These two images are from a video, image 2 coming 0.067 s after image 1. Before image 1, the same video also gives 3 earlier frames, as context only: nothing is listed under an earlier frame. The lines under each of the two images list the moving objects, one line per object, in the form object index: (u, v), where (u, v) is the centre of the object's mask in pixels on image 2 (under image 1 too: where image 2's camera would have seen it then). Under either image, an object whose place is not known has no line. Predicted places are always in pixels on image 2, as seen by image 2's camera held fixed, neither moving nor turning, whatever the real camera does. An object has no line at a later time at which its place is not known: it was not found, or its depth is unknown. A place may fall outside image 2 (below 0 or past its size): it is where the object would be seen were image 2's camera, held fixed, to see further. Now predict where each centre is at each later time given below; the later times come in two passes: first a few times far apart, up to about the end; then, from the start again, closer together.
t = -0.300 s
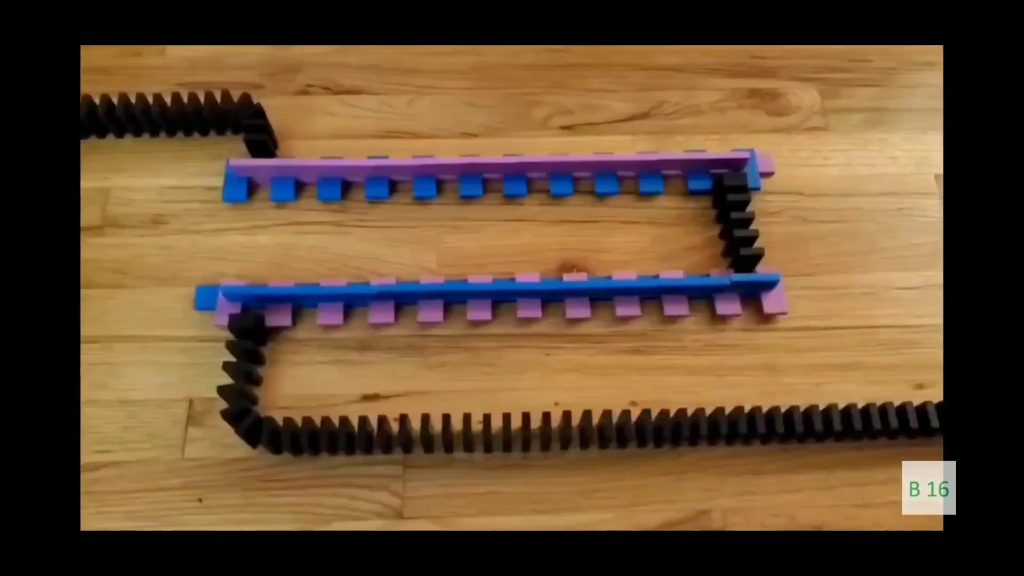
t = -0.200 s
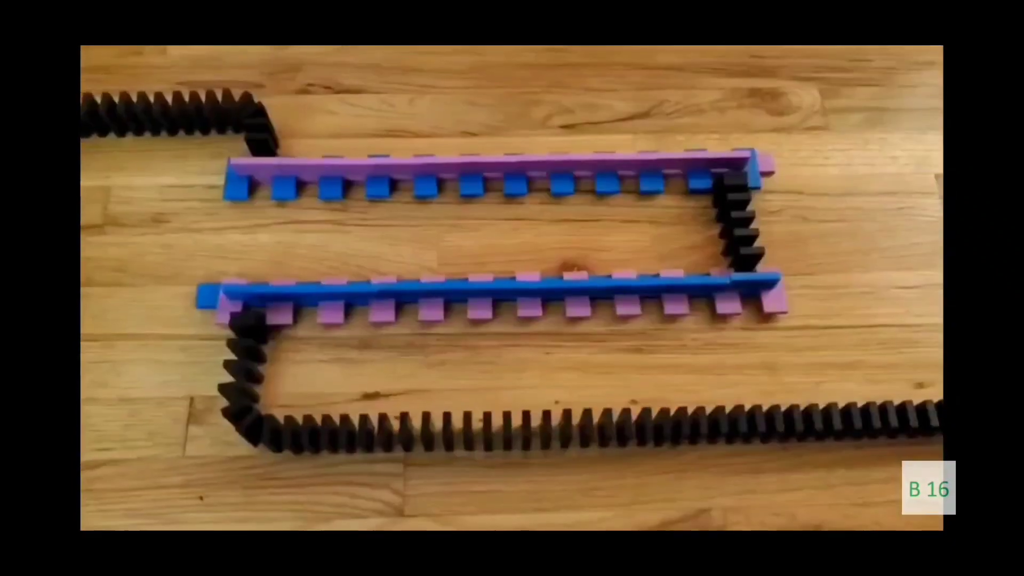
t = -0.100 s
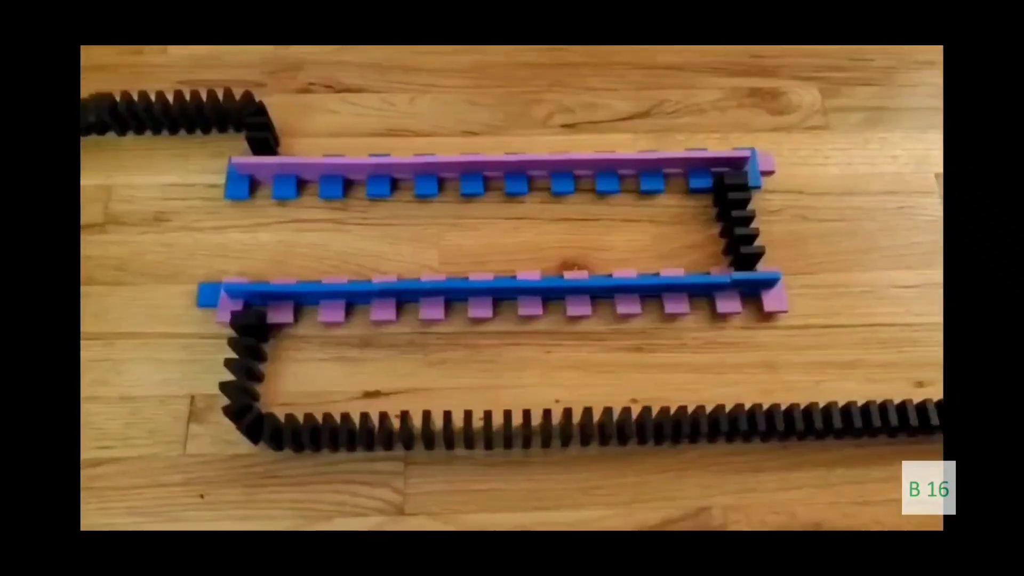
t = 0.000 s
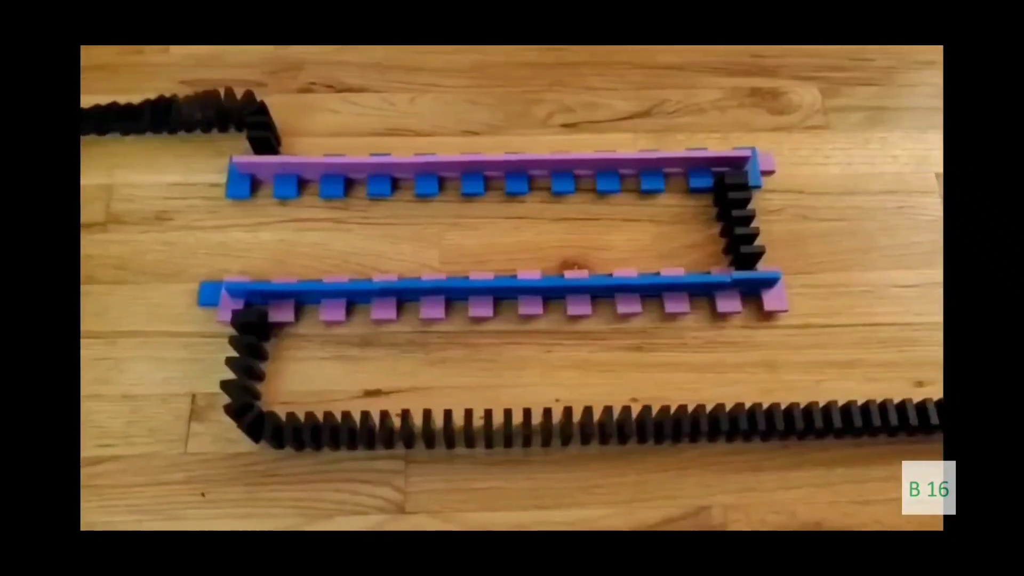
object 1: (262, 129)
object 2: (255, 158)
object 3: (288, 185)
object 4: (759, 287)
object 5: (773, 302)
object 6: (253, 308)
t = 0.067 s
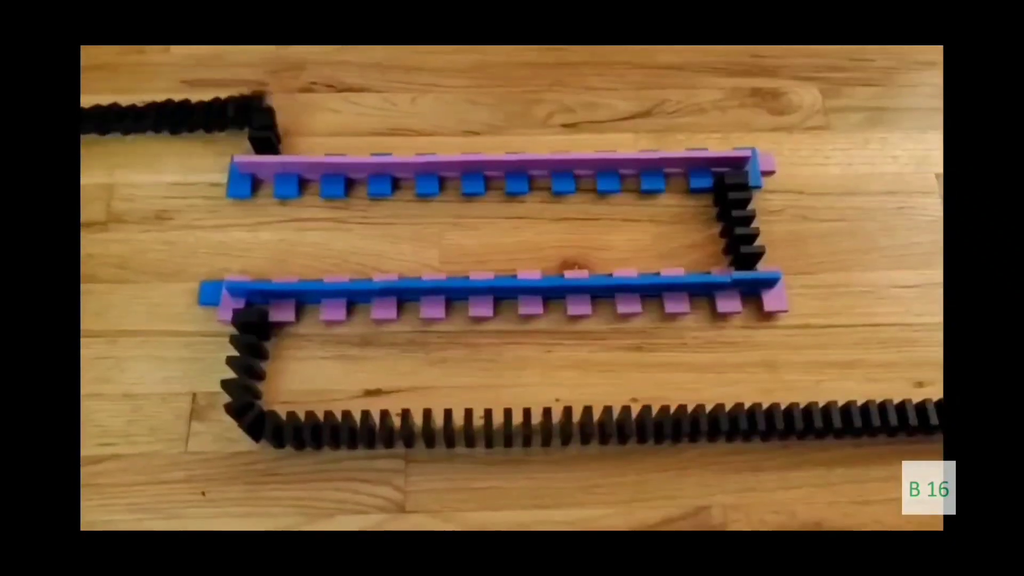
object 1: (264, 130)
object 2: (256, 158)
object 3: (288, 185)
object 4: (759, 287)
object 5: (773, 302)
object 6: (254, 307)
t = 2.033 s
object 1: (277, 143)
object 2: (264, 235)
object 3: (293, 193)
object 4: (759, 287)
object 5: (774, 293)
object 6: (254, 310)
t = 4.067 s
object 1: (277, 143)
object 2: (263, 234)
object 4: (773, 370)
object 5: (780, 303)
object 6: (253, 309)
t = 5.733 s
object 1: (276, 143)
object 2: (263, 234)
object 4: (773, 370)
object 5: (781, 308)
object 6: (254, 316)
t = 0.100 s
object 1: (267, 131)
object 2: (255, 158)
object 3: (288, 185)
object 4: (759, 287)
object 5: (773, 303)
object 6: (254, 307)
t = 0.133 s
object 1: (272, 139)
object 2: (255, 161)
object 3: (288, 186)
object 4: (759, 287)
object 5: (773, 302)
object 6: (254, 307)
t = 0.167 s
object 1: (273, 143)
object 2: (258, 174)
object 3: (290, 187)
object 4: (759, 286)
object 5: (773, 302)
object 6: (254, 308)
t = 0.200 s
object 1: (275, 144)
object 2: (260, 182)
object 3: (295, 192)
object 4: (759, 287)
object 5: (774, 302)
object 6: (253, 308)
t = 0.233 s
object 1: (275, 144)
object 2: (261, 188)
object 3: (297, 193)
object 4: (759, 287)
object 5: (774, 302)
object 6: (253, 308)
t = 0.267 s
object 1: (275, 146)
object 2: (262, 196)
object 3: (299, 194)
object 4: (759, 287)
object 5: (775, 299)
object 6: (253, 308)
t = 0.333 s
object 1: (276, 144)
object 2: (264, 212)
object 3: (295, 197)
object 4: (758, 286)
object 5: (774, 299)
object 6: (253, 308)
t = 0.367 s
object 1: (277, 144)
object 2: (265, 221)
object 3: (293, 195)
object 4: (758, 286)
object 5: (775, 299)
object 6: (254, 308)
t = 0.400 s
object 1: (276, 144)
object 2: (264, 226)
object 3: (290, 195)
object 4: (758, 286)
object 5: (775, 299)
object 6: (254, 308)
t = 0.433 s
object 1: (276, 144)
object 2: (264, 231)
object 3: (290, 190)
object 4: (758, 286)
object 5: (775, 299)
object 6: (254, 309)
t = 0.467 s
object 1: (277, 144)
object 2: (263, 233)
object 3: (289, 188)
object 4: (758, 286)
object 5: (775, 299)
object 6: (254, 309)
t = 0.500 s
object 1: (277, 143)
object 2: (263, 234)
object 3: (289, 188)
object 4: (758, 286)
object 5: (775, 299)
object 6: (254, 309)
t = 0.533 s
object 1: (277, 143)
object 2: (263, 234)
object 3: (290, 188)
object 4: (758, 286)
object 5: (775, 299)
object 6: (254, 310)
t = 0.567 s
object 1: (277, 143)
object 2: (263, 235)
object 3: (291, 190)
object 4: (758, 286)
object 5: (775, 299)
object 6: (254, 310)
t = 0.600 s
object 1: (277, 143)
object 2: (264, 235)
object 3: (292, 192)
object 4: (758, 286)
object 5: (775, 299)
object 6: (254, 310)
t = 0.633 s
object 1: (277, 143)
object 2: (264, 235)
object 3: (293, 193)
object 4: (758, 286)
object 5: (775, 298)
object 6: (254, 310)
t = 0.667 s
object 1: (277, 143)
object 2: (264, 235)
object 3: (293, 193)
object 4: (758, 286)
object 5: (775, 298)
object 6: (254, 310)
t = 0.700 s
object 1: (277, 143)
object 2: (264, 235)
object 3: (293, 193)
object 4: (758, 286)
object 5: (775, 298)
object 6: (254, 309)
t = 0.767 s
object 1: (277, 143)
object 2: (263, 235)
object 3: (293, 193)
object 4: (758, 286)
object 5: (775, 298)
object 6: (254, 309)
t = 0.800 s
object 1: (277, 143)
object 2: (264, 235)
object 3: (293, 193)
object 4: (758, 286)
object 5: (775, 298)
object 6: (254, 309)
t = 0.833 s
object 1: (277, 143)
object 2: (263, 235)
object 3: (293, 193)
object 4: (759, 286)
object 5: (775, 298)
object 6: (254, 309)
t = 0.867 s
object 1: (277, 143)
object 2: (264, 235)
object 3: (293, 193)
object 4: (759, 286)
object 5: (775, 298)
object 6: (254, 309)
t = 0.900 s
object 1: (277, 143)
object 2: (263, 235)
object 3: (293, 193)
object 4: (759, 286)
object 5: (775, 298)
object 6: (254, 309)
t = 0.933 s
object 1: (277, 143)
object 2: (263, 235)
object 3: (293, 193)
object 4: (760, 286)
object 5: (775, 298)
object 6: (254, 309)
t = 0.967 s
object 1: (277, 143)
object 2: (264, 235)
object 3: (293, 193)
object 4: (760, 286)
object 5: (775, 298)
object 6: (253, 309)
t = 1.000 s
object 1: (277, 143)
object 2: (264, 235)
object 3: (293, 193)
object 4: (760, 286)
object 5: (775, 298)
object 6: (253, 309)
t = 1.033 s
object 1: (277, 143)
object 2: (263, 235)
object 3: (293, 193)
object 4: (760, 286)
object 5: (775, 299)
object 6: (253, 309)
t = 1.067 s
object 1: (277, 143)
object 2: (264, 235)
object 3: (293, 193)
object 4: (761, 286)
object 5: (775, 299)
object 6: (253, 308)
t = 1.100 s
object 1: (277, 143)
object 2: (264, 235)
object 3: (293, 193)
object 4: (762, 287)
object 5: (775, 298)
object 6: (253, 308)
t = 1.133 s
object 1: (277, 142)
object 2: (264, 235)
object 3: (293, 193)
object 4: (761, 287)
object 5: (775, 298)
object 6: (253, 308)
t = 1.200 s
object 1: (277, 142)
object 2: (264, 235)
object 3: (293, 193)
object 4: (760, 287)
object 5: (775, 298)
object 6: (253, 309)
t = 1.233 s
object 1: (277, 142)
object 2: (264, 235)
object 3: (293, 193)
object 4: (760, 287)
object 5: (775, 298)
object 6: (254, 309)
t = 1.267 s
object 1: (277, 142)
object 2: (264, 235)
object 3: (293, 193)
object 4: (761, 287)
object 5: (775, 298)
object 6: (253, 310)
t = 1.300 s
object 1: (277, 142)
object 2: (263, 235)
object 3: (293, 193)
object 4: (761, 287)
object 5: (775, 298)
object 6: (253, 309)
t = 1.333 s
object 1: (278, 142)
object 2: (264, 235)
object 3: (293, 193)
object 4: (761, 288)
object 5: (775, 298)
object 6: (253, 310)
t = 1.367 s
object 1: (277, 142)
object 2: (264, 235)
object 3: (293, 193)
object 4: (761, 288)
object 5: (775, 298)
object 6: (253, 309)
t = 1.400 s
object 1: (278, 142)
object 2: (264, 235)
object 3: (293, 193)
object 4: (761, 288)
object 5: (775, 298)
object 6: (254, 310)
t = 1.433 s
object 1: (277, 142)
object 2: (264, 235)
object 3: (293, 193)
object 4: (761, 288)
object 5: (775, 298)
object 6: (254, 310)
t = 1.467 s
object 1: (277, 142)
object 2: (264, 235)
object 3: (293, 193)
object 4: (761, 288)
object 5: (775, 298)
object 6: (253, 309)
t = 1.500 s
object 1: (277, 142)
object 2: (264, 235)
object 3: (293, 193)
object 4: (760, 288)
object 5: (775, 298)
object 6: (253, 309)
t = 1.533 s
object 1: (277, 142)
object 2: (264, 235)
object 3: (293, 193)
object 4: (760, 288)
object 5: (774, 293)
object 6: (253, 309)
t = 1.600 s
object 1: (277, 142)
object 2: (264, 235)
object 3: (293, 193)
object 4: (760, 288)
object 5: (774, 293)
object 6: (253, 310)
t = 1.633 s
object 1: (277, 143)
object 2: (264, 235)
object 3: (293, 193)
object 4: (760, 288)
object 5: (774, 293)
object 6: (253, 310)
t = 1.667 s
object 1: (277, 143)
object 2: (264, 235)
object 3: (293, 193)
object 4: (760, 287)
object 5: (774, 293)
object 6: (253, 310)
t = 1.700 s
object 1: (277, 143)
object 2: (264, 235)
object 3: (293, 193)
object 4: (759, 287)
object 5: (774, 293)
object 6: (254, 310)
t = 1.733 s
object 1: (277, 143)
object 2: (264, 235)
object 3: (293, 193)
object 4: (759, 287)
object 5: (775, 297)
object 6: (254, 310)
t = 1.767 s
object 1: (278, 142)
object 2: (264, 235)
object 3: (293, 193)
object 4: (760, 287)
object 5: (775, 297)
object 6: (254, 309)
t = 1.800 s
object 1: (278, 143)
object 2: (263, 235)
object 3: (293, 193)
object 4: (759, 287)
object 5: (775, 297)
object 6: (254, 309)
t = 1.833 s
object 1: (277, 143)
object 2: (264, 235)
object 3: (293, 193)
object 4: (759, 287)
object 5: (774, 293)
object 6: (253, 310)
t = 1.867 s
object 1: (278, 142)
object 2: (264, 235)
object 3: (293, 193)
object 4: (759, 287)
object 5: (775, 297)
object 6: (253, 310)
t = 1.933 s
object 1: (278, 142)
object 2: (264, 235)
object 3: (293, 193)
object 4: (759, 287)
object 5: (774, 293)
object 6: (253, 310)
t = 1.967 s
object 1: (277, 142)
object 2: (264, 235)
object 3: (293, 193)
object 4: (758, 287)
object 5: (774, 293)
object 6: (253, 310)
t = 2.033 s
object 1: (277, 143)
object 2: (264, 235)
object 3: (293, 193)
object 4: (759, 287)
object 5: (774, 293)
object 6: (254, 310)
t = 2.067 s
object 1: (277, 143)
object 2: (263, 235)
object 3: (293, 193)
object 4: (760, 288)
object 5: (774, 294)
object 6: (253, 310)
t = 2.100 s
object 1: (277, 143)
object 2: (263, 235)
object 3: (293, 193)
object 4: (760, 288)
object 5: (774, 294)
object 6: (253, 311)
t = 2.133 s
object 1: (277, 143)
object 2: (263, 235)
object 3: (293, 193)
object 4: (760, 288)
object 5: (774, 294)
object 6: (253, 309)
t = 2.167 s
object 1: (277, 143)
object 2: (263, 235)
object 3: (293, 193)
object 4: (761, 288)
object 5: (775, 294)
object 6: (253, 309)
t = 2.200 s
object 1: (277, 143)
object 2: (263, 235)
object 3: (293, 193)
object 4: (761, 288)
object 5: (774, 294)
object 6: (253, 310)
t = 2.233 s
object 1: (277, 143)
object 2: (263, 235)
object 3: (293, 193)
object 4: (760, 288)
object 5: (774, 294)
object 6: (253, 310)
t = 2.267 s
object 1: (277, 143)
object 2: (263, 235)
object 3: (293, 193)
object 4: (760, 288)
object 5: (774, 294)
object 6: (253, 310)
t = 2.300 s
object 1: (277, 143)
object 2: (263, 235)
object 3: (293, 193)
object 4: (760, 288)
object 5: (775, 294)
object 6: (253, 310)
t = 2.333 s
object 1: (277, 143)
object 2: (263, 235)
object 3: (293, 193)
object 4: (761, 288)
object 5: (775, 294)
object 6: (253, 311)
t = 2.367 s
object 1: (277, 143)
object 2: (263, 235)
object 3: (293, 193)
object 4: (761, 288)
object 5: (774, 294)
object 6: (253, 310)
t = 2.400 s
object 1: (277, 143)
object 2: (264, 235)
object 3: (293, 193)
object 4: (761, 288)
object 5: (775, 294)
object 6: (253, 310)
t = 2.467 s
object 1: (277, 143)
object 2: (263, 235)
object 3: (293, 193)
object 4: (760, 288)
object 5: (775, 294)
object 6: (253, 310)
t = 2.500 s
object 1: (277, 143)
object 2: (263, 235)
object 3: (293, 193)
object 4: (775, 291)
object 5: (775, 298)
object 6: (253, 309)
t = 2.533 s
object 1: (277, 143)
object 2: (263, 235)
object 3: (293, 193)
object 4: (761, 288)
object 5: (775, 297)
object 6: (253, 309)
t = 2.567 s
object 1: (277, 143)
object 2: (263, 235)
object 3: (293, 193)
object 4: (776, 294)
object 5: (776, 296)
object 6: (253, 309)
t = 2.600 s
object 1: (277, 143)
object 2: (263, 235)
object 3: (293, 193)
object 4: (755, 300)
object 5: (782, 296)
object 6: (253, 309)
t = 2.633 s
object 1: (277, 143)
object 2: (263, 235)
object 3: (293, 193)
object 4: (759, 311)
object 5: (780, 295)
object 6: (254, 309)
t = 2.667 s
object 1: (277, 143)
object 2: (263, 235)
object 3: (293, 193)
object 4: (762, 321)
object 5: (778, 293)
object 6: (254, 309)
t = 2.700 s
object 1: (277, 142)
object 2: (263, 235)
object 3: (293, 193)
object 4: (764, 331)
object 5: (778, 296)
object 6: (254, 309)
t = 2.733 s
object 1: (277, 143)
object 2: (263, 235)
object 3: (293, 193)
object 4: (767, 342)
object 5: (779, 300)
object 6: (254, 309)
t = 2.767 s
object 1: (277, 143)
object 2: (263, 235)
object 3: (293, 193)
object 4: (769, 352)
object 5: (779, 302)
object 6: (254, 309)
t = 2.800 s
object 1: (277, 143)
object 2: (263, 235)
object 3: (293, 193)
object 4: (770, 360)
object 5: (779, 303)
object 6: (254, 308)
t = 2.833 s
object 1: (277, 143)
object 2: (263, 235)
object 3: (293, 193)
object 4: (772, 365)
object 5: (779, 303)
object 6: (254, 308)
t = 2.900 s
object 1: (277, 143)
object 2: (263, 235)
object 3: (293, 193)
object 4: (773, 370)
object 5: (779, 303)
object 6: (254, 308)
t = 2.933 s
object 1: (277, 143)
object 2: (263, 235)
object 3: (293, 193)
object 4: (773, 370)
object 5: (779, 303)
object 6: (254, 308)
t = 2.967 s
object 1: (277, 143)
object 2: (263, 235)
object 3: (293, 193)
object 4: (773, 370)
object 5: (779, 303)
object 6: (254, 308)
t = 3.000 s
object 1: (277, 143)
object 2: (263, 235)
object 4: (773, 370)
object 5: (779, 303)
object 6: (254, 308)
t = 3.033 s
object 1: (276, 143)
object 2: (263, 235)
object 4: (773, 370)
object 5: (779, 303)
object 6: (254, 308)
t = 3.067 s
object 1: (277, 143)
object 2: (263, 235)
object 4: (773, 370)
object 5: (779, 303)
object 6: (253, 308)
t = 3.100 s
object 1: (277, 143)
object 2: (263, 235)
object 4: (773, 370)
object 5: (779, 302)
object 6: (254, 308)
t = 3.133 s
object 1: (276, 143)
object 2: (263, 235)
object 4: (773, 370)
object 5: (779, 303)
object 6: (253, 308)
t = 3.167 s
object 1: (277, 143)
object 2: (263, 235)
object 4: (773, 370)
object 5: (779, 303)
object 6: (253, 308)
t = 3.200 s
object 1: (277, 143)
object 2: (263, 235)
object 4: (773, 370)
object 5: (779, 303)
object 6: (254, 308)
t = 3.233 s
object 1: (277, 143)
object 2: (263, 235)
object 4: (773, 370)
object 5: (780, 303)
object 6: (254, 309)
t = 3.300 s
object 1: (276, 143)
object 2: (263, 235)
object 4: (773, 370)
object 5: (780, 303)
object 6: (254, 308)
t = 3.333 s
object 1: (277, 143)
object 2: (263, 235)
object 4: (773, 370)
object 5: (780, 303)
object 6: (254, 309)
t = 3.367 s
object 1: (276, 143)
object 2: (263, 235)
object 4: (773, 370)
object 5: (780, 303)
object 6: (254, 308)
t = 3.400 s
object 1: (276, 143)
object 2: (263, 235)
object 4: (773, 370)
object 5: (780, 303)
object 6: (254, 308)
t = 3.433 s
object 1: (277, 143)
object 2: (263, 235)
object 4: (773, 370)
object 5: (780, 303)
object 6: (253, 309)
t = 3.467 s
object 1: (277, 143)
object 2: (263, 235)
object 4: (773, 370)
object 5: (780, 303)
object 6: (253, 309)
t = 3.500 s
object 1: (277, 143)
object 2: (263, 235)
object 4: (773, 370)
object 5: (780, 303)
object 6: (254, 308)
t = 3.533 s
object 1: (277, 143)
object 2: (263, 235)
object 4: (773, 370)
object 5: (780, 303)
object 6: (253, 309)
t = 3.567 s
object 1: (276, 143)
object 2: (263, 235)
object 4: (773, 370)
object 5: (780, 303)
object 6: (254, 309)
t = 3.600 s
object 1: (277, 143)
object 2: (263, 235)
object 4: (773, 370)
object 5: (781, 308)
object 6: (254, 309)
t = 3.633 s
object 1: (276, 143)
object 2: (263, 235)
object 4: (773, 370)
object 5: (780, 303)
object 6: (253, 309)
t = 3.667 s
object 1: (276, 143)
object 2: (263, 235)
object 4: (773, 370)
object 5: (781, 308)
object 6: (253, 310)
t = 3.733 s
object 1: (276, 143)
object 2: (263, 235)
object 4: (773, 370)
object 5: (781, 308)
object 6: (253, 309)
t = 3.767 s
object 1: (276, 143)
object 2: (263, 235)
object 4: (773, 370)
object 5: (781, 308)
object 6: (253, 309)
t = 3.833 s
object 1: (276, 143)
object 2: (263, 235)
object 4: (773, 370)
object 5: (781, 308)
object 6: (253, 309)
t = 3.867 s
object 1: (276, 143)
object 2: (263, 235)
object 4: (773, 370)
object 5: (781, 308)
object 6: (253, 309)
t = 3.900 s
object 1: (276, 143)
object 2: (263, 235)
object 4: (773, 370)
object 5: (781, 308)
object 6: (252, 309)
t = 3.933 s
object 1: (276, 143)
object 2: (263, 235)
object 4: (773, 370)
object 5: (781, 308)
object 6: (253, 309)
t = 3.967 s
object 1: (277, 143)
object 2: (263, 234)
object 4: (773, 370)
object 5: (781, 308)
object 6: (253, 309)
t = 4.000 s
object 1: (276, 143)
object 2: (263, 235)
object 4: (773, 370)
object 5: (781, 308)
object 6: (253, 308)
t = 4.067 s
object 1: (277, 143)
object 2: (263, 234)
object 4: (773, 370)
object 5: (780, 303)
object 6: (253, 309)
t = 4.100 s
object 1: (277, 143)
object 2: (263, 235)
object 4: (773, 370)
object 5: (781, 308)
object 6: (253, 309)
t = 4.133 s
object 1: (277, 142)
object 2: (263, 235)
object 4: (773, 370)
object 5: (781, 308)
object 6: (253, 309)
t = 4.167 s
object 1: (277, 142)
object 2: (263, 235)
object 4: (773, 370)
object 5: (781, 308)
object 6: (254, 309)
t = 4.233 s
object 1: (276, 142)
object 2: (263, 235)
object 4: (773, 370)
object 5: (780, 303)
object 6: (254, 309)
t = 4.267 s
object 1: (276, 142)
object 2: (263, 235)
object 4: (773, 370)
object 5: (781, 308)
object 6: (254, 308)
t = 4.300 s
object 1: (277, 142)
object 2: (263, 235)
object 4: (773, 370)
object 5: (781, 308)
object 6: (254, 308)
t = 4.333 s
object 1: (277, 142)
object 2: (263, 235)
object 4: (773, 370)
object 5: (781, 308)
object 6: (254, 308)
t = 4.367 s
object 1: (277, 142)
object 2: (263, 235)
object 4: (773, 370)
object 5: (781, 308)
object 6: (254, 308)
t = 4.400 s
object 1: (276, 142)
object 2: (263, 234)
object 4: (773, 370)
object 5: (781, 308)
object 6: (254, 308)
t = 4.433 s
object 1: (277, 142)
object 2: (263, 234)
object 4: (773, 370)
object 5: (781, 308)
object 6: (254, 309)
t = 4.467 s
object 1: (277, 142)
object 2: (263, 235)
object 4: (773, 370)
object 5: (782, 308)
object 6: (254, 308)
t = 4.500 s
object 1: (277, 142)
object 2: (263, 235)
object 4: (773, 370)
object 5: (782, 308)
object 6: (255, 308)
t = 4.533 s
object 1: (277, 142)
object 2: (263, 234)
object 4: (773, 370)
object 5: (782, 308)
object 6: (255, 307)
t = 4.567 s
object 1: (277, 142)
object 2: (263, 234)
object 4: (773, 370)
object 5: (781, 308)
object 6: (255, 308)
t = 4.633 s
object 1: (276, 142)
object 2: (263, 234)
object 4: (773, 370)
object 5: (781, 308)
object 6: (255, 308)
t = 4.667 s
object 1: (277, 142)
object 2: (263, 234)
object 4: (773, 370)
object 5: (781, 308)
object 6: (255, 310)
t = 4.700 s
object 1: (277, 142)
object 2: (263, 234)
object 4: (773, 370)
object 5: (781, 308)
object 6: (254, 312)
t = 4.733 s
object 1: (277, 142)
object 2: (263, 234)
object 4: (773, 370)
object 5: (781, 308)
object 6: (252, 314)
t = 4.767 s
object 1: (277, 142)
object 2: (263, 234)
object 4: (773, 370)
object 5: (781, 308)
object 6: (252, 314)
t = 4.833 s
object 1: (277, 142)
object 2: (263, 234)
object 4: (773, 370)
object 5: (781, 308)
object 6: (252, 315)
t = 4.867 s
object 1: (276, 143)
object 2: (263, 234)
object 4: (773, 370)
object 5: (782, 308)
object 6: (253, 316)
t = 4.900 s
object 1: (277, 143)
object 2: (263, 234)
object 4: (773, 370)
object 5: (781, 308)
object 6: (254, 319)
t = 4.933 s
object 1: (277, 143)
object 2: (263, 234)
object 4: (773, 370)
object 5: (781, 308)
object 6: (255, 320)
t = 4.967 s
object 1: (277, 143)
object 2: (263, 234)
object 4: (773, 370)
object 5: (782, 308)
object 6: (256, 320)
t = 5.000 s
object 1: (277, 143)
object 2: (263, 234)
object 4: (773, 370)
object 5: (782, 308)
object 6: (255, 318)
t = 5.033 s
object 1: (277, 143)
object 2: (263, 234)
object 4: (773, 370)
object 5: (782, 308)
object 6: (255, 318)
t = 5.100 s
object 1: (276, 143)
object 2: (263, 234)
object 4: (773, 370)
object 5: (781, 308)
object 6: (255, 318)
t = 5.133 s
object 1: (277, 143)
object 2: (263, 234)
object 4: (773, 370)
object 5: (781, 308)
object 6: (255, 319)
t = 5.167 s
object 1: (277, 143)
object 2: (263, 234)
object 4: (773, 370)
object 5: (781, 308)
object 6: (254, 318)
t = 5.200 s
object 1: (277, 143)
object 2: (263, 234)
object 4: (773, 370)
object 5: (781, 308)
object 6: (254, 318)
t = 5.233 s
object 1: (276, 143)
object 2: (263, 234)
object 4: (773, 370)
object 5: (781, 308)
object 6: (254, 317)
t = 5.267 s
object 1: (276, 143)
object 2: (263, 234)
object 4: (773, 370)
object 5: (781, 308)
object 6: (254, 317)
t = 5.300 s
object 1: (276, 143)
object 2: (263, 234)
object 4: (773, 370)
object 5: (781, 308)
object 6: (254, 316)
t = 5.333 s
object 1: (276, 143)
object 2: (263, 234)
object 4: (773, 370)
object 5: (780, 303)
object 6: (254, 316)
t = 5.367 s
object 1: (276, 143)
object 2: (263, 234)
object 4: (773, 370)
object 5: (780, 303)
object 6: (254, 316)
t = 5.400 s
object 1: (277, 142)
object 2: (263, 234)
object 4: (773, 370)
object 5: (780, 303)
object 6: (254, 316)
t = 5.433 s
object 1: (276, 143)
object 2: (263, 234)
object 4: (773, 370)
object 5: (781, 308)
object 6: (254, 316)
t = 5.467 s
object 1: (276, 143)
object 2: (263, 234)
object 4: (773, 370)
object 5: (780, 303)
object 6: (254, 316)
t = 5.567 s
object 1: (277, 143)
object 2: (263, 234)
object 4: (773, 370)
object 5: (780, 303)
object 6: (255, 316)
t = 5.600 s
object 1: (276, 143)
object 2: (263, 234)
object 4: (773, 370)
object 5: (780, 303)
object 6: (254, 316)
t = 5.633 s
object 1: (276, 142)
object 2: (263, 234)
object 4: (773, 370)
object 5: (780, 303)
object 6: (255, 316)
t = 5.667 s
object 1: (276, 142)
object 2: (263, 234)
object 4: (773, 370)
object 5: (781, 308)
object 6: (255, 316)
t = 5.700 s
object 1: (276, 142)
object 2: (263, 234)
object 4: (773, 370)
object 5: (780, 303)
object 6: (254, 316)
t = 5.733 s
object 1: (276, 143)
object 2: (263, 234)
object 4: (773, 370)
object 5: (781, 308)
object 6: (254, 316)
